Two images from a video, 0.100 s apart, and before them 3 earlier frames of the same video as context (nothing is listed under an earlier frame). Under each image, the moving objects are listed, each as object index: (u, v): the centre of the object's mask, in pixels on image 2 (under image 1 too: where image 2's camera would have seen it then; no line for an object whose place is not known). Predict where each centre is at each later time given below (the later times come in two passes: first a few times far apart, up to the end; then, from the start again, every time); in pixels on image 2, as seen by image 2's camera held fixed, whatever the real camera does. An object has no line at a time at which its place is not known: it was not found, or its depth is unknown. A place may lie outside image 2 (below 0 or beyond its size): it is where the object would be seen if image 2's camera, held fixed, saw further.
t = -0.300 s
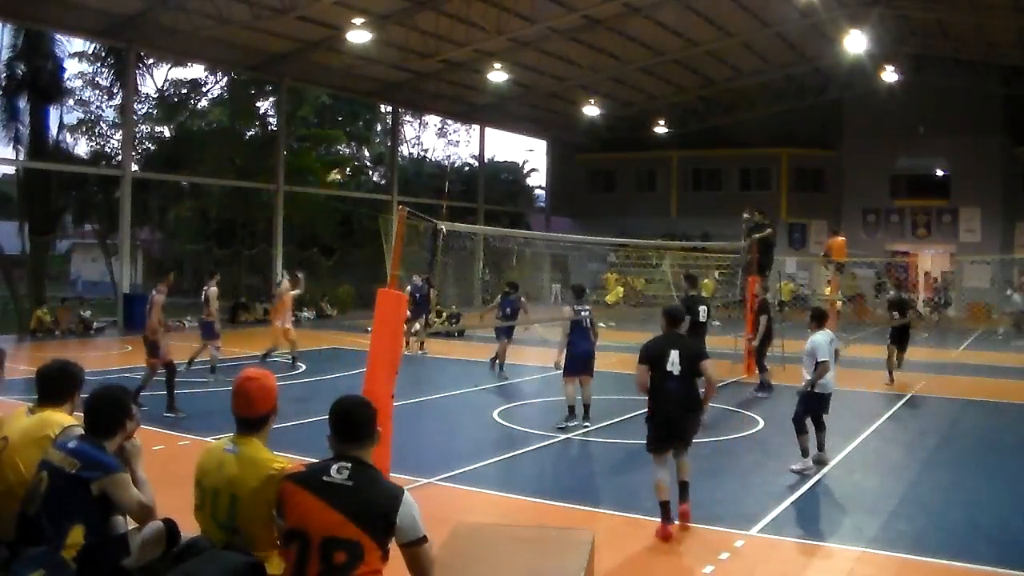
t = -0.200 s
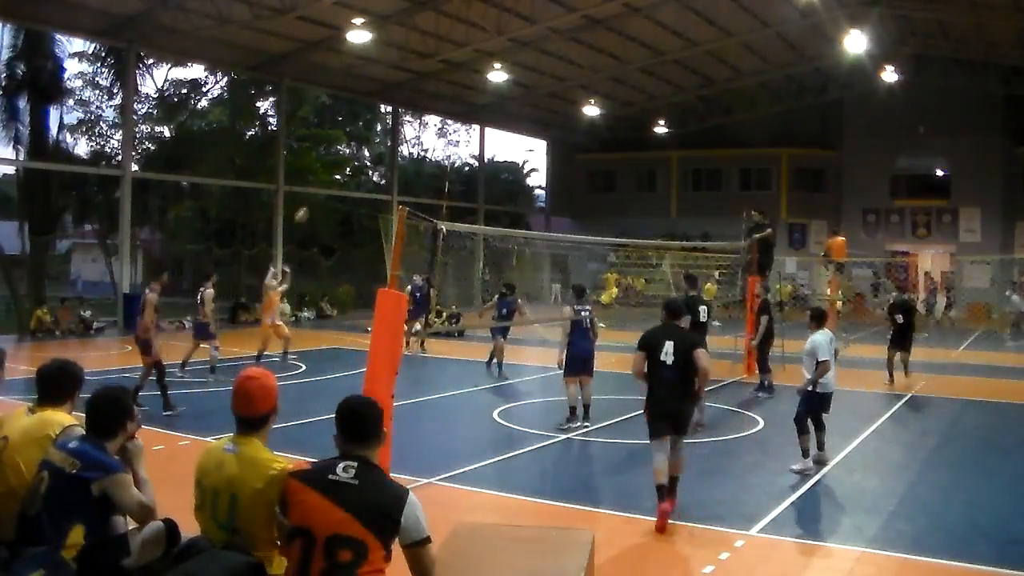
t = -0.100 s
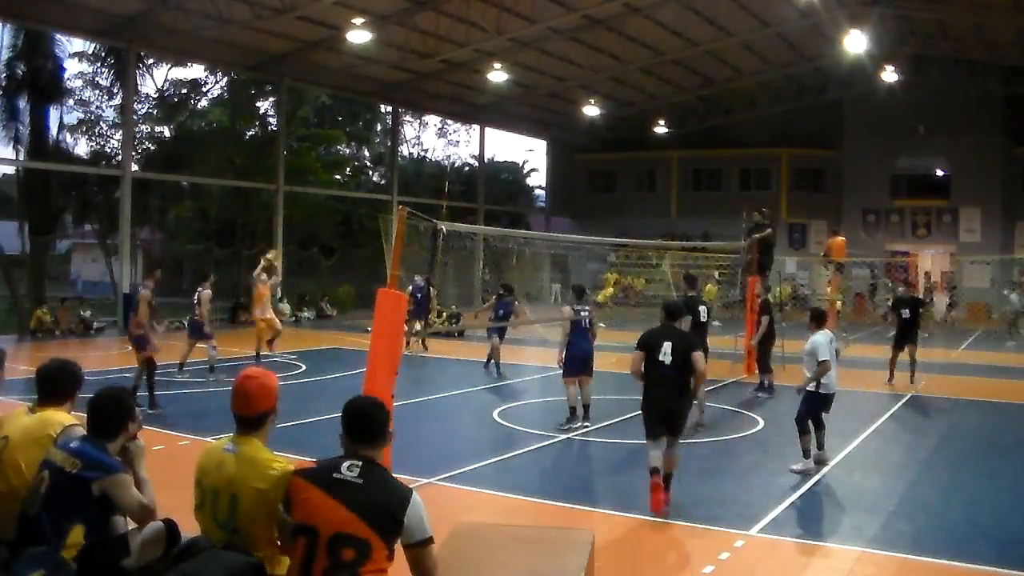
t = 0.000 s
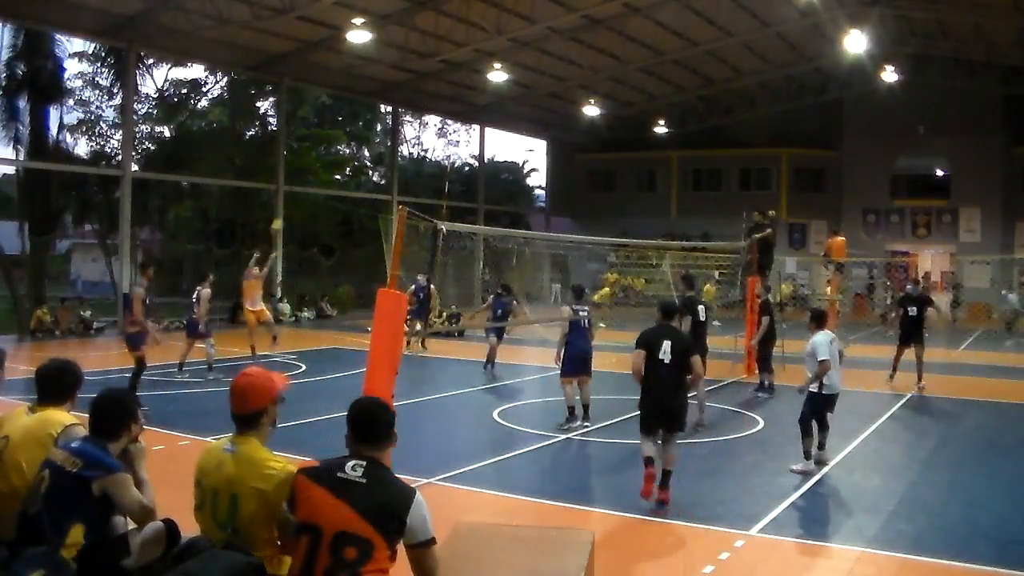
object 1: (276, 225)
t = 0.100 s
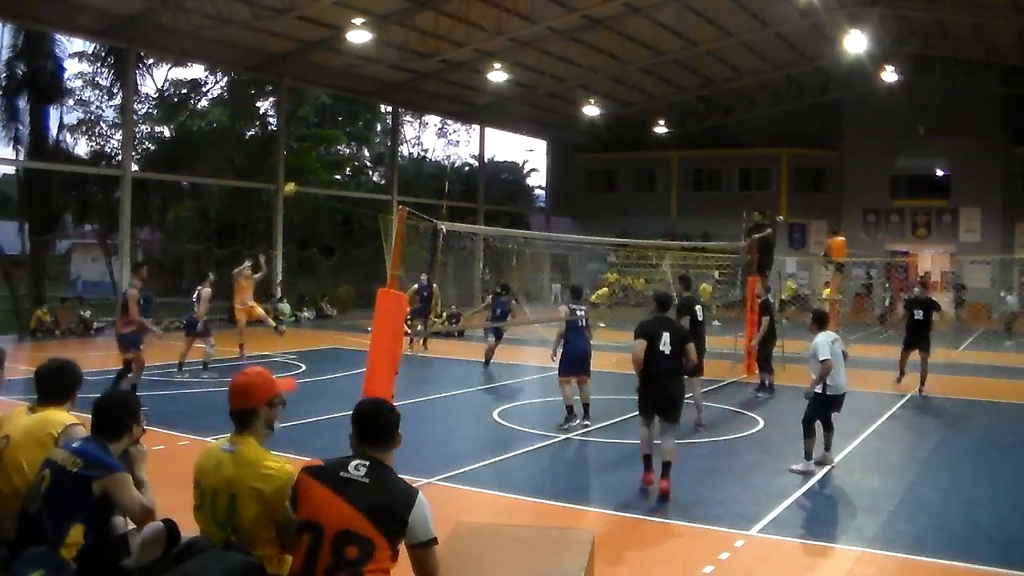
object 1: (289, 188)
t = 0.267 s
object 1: (312, 139)
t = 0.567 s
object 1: (355, 86)
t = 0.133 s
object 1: (294, 178)
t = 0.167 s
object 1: (299, 167)
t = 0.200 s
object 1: (303, 157)
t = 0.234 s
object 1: (308, 147)
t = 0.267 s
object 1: (312, 139)
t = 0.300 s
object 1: (317, 131)
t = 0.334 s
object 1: (321, 123)
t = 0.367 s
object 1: (326, 116)
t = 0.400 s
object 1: (330, 110)
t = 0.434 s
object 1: (336, 103)
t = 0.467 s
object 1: (340, 98)
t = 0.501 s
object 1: (345, 94)
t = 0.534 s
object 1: (350, 89)
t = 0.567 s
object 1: (355, 86)
